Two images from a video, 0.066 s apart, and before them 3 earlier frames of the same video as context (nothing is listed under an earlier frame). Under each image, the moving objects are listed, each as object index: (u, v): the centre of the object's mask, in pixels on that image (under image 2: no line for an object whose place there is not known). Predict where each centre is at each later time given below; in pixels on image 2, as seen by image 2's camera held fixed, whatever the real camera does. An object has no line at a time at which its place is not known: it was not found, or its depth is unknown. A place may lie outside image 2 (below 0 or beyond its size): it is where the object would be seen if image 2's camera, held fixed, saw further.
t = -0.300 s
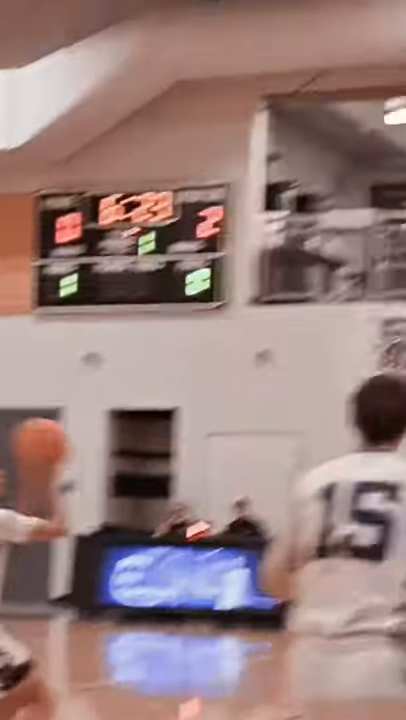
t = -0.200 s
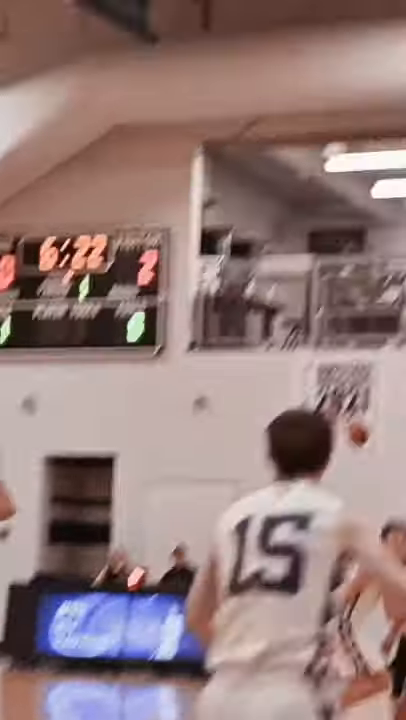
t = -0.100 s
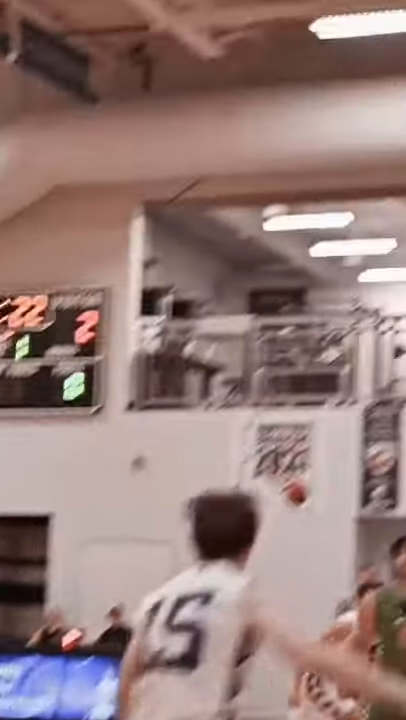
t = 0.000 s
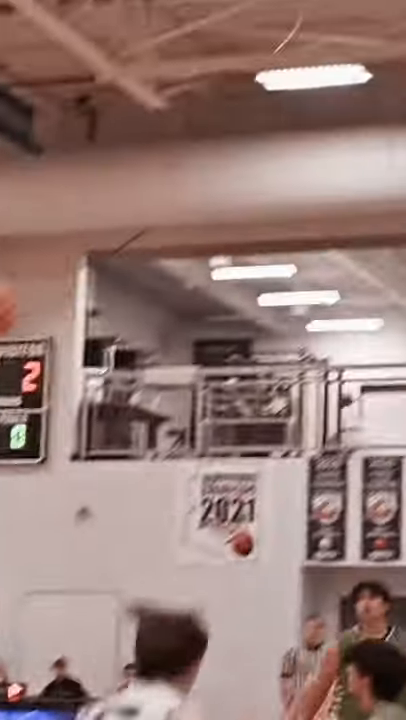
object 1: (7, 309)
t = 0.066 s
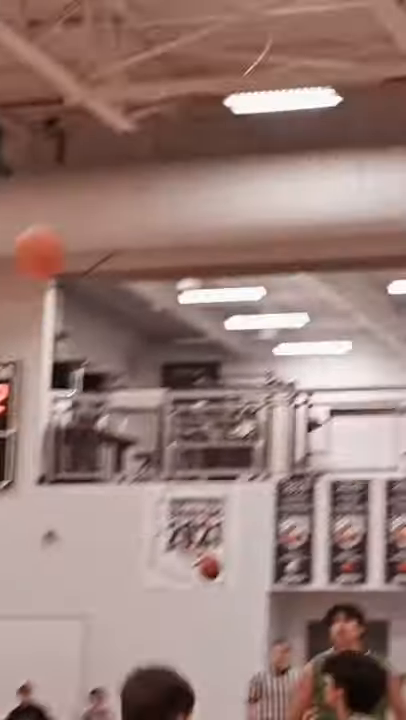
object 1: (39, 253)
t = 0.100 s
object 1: (80, 217)
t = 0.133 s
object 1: (120, 183)
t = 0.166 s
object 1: (157, 154)
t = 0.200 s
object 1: (193, 129)
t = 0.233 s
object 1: (229, 105)
